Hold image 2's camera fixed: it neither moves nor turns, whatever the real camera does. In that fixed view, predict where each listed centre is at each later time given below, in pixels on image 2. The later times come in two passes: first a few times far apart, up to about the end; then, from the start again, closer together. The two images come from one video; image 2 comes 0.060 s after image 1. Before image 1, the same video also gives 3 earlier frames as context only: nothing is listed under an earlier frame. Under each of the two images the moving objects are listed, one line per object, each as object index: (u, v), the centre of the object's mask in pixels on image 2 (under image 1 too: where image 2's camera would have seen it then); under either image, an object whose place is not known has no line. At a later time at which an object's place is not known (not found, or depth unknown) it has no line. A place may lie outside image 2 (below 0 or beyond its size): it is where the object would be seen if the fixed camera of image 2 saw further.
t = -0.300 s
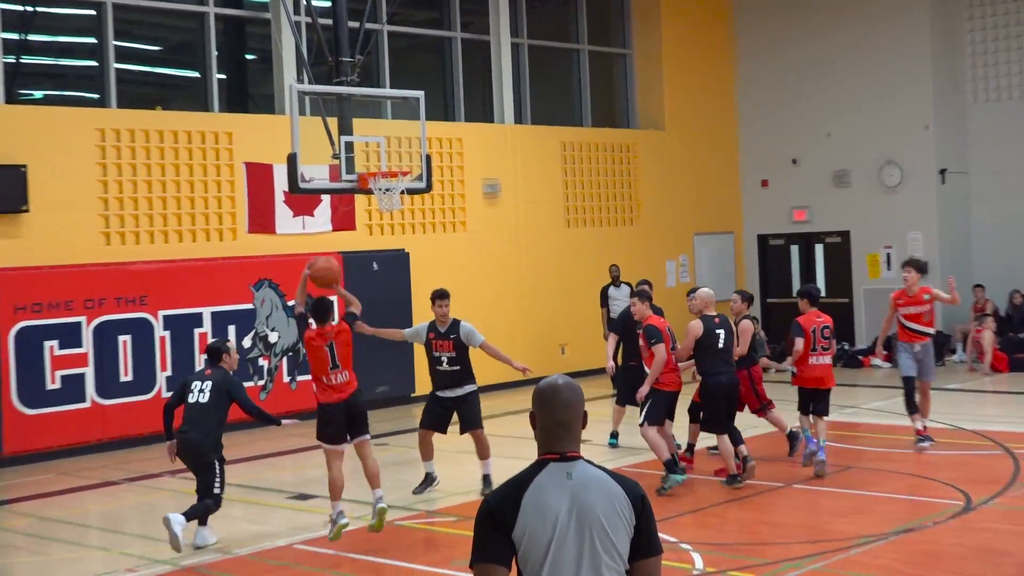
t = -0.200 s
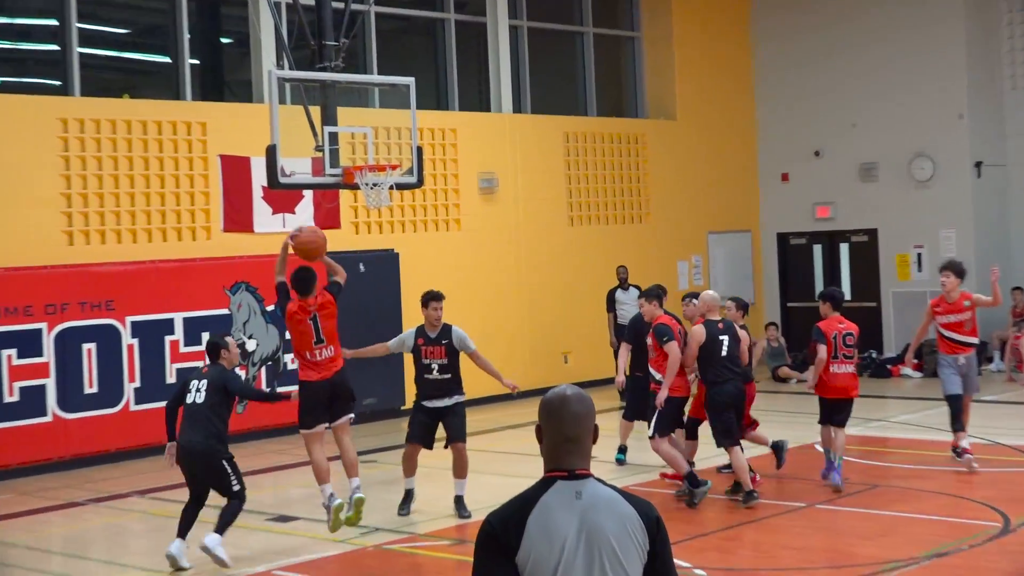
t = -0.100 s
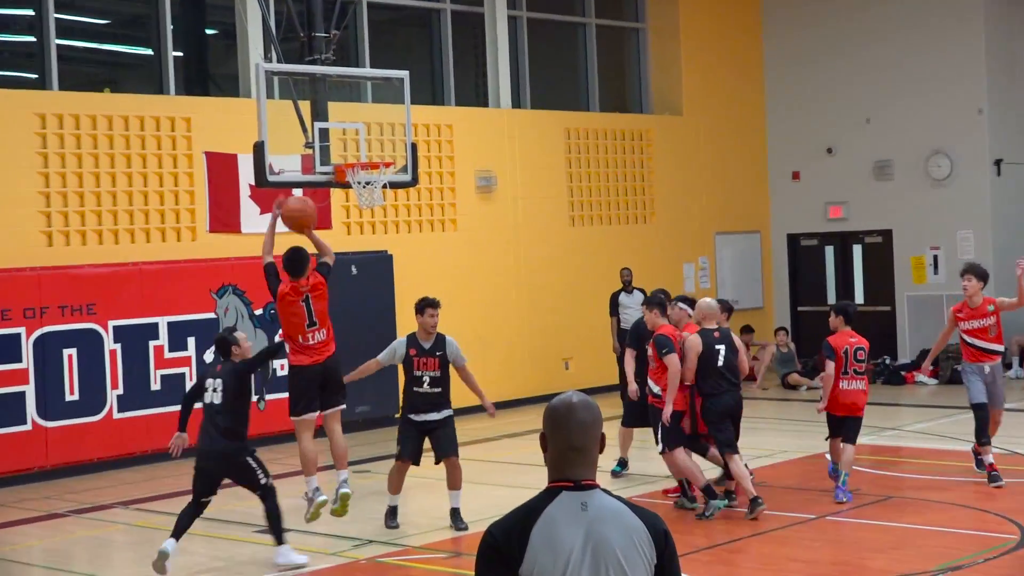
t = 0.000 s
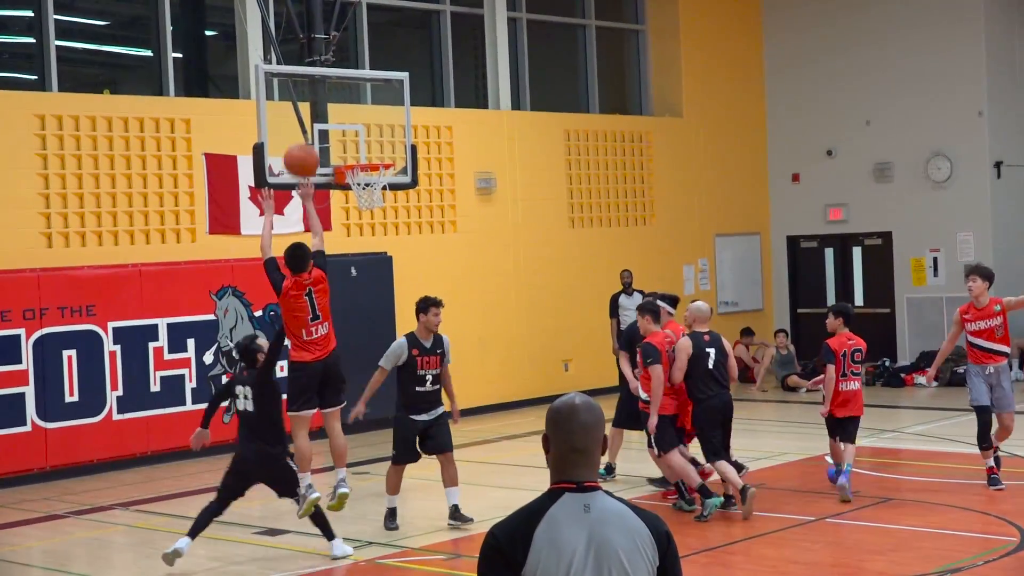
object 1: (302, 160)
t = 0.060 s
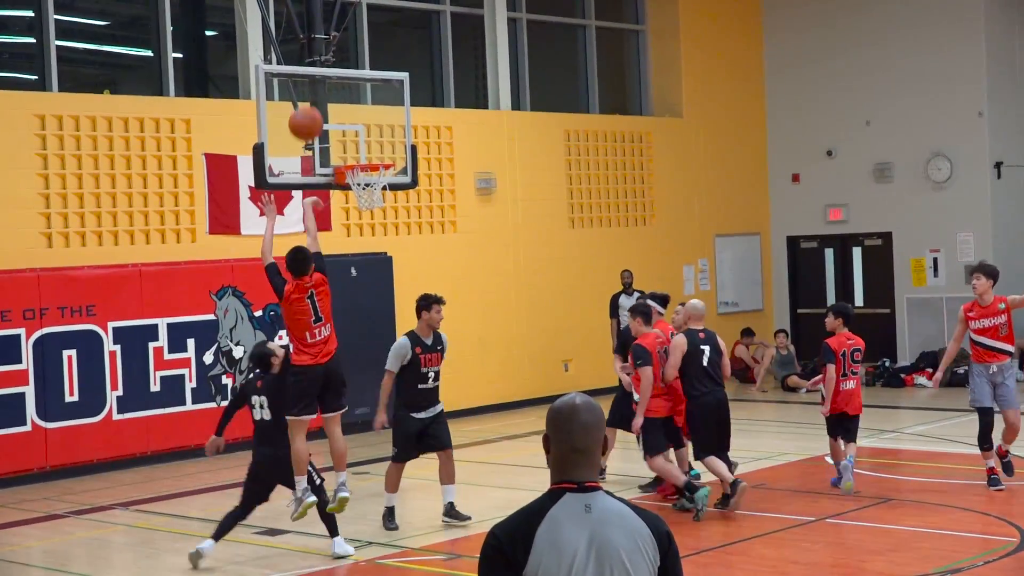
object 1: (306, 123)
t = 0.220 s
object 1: (318, 54)
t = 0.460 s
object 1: (336, 22)
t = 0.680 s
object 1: (353, 54)
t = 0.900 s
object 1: (369, 134)
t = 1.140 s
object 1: (362, 212)
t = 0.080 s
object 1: (307, 111)
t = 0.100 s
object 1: (309, 102)
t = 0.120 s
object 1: (310, 92)
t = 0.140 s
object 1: (312, 84)
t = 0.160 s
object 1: (313, 76)
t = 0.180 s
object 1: (315, 68)
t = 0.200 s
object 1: (316, 61)
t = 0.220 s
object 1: (318, 54)
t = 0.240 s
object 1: (319, 49)
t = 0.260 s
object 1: (321, 44)
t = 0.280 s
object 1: (322, 39)
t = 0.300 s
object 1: (324, 36)
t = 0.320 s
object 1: (325, 32)
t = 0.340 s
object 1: (326, 29)
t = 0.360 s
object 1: (328, 27)
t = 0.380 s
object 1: (330, 25)
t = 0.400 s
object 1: (331, 24)
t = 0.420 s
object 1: (333, 23)
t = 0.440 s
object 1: (335, 22)
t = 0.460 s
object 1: (336, 22)
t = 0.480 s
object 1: (338, 23)
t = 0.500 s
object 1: (339, 24)
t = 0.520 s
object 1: (341, 26)
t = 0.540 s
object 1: (342, 28)
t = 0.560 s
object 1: (344, 31)
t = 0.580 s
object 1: (345, 33)
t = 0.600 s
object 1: (347, 37)
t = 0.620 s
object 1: (348, 40)
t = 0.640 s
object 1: (350, 44)
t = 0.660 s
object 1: (351, 49)
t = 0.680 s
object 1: (353, 54)
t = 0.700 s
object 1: (354, 59)
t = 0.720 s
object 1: (356, 65)
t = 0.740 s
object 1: (357, 71)
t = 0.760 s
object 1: (359, 78)
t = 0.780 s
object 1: (360, 86)
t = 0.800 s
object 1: (362, 92)
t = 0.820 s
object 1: (363, 99)
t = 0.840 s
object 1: (365, 107)
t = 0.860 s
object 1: (366, 115)
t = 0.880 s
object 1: (367, 125)
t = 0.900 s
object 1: (369, 134)
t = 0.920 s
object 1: (370, 143)
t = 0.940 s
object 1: (371, 152)
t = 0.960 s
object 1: (372, 162)
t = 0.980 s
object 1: (371, 169)
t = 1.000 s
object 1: (370, 175)
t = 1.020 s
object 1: (367, 179)
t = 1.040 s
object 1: (366, 183)
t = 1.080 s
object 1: (362, 210)
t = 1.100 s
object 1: (362, 209)
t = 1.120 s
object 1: (361, 209)
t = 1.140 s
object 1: (362, 212)
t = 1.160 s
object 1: (362, 215)
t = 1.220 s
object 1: (362, 229)
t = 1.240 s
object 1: (361, 235)
